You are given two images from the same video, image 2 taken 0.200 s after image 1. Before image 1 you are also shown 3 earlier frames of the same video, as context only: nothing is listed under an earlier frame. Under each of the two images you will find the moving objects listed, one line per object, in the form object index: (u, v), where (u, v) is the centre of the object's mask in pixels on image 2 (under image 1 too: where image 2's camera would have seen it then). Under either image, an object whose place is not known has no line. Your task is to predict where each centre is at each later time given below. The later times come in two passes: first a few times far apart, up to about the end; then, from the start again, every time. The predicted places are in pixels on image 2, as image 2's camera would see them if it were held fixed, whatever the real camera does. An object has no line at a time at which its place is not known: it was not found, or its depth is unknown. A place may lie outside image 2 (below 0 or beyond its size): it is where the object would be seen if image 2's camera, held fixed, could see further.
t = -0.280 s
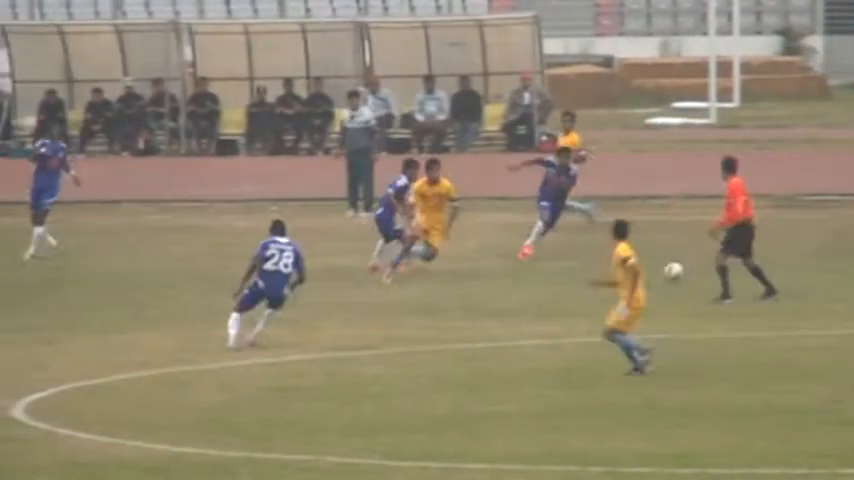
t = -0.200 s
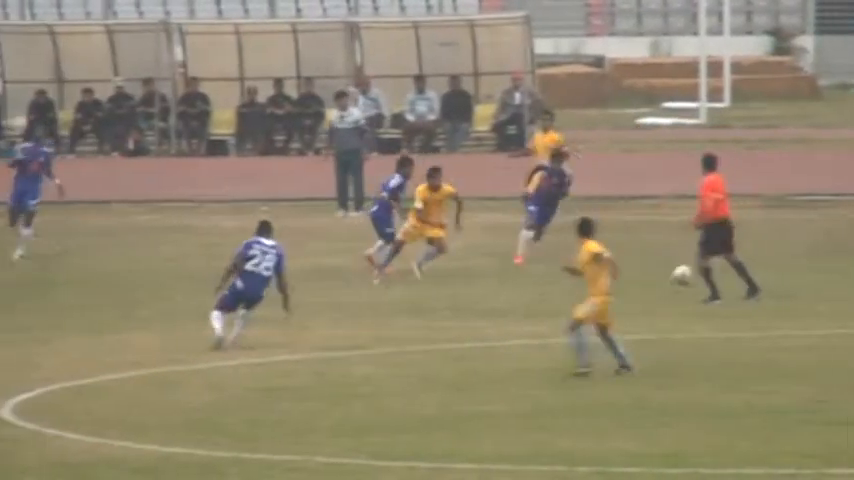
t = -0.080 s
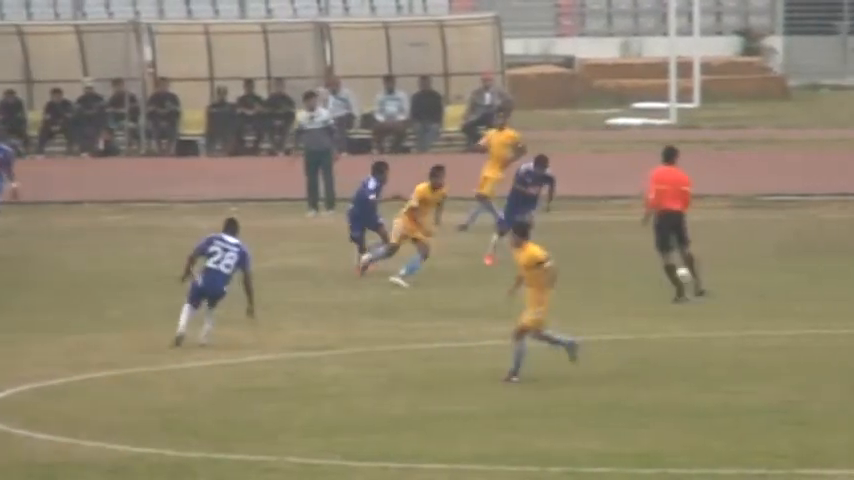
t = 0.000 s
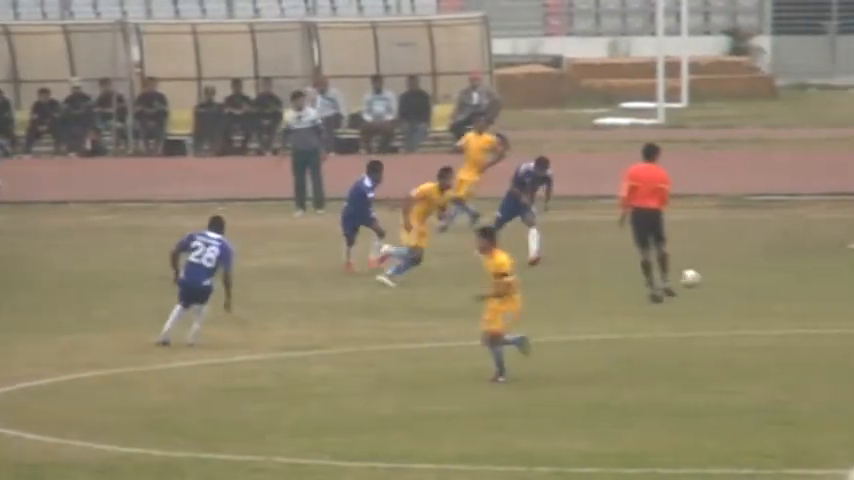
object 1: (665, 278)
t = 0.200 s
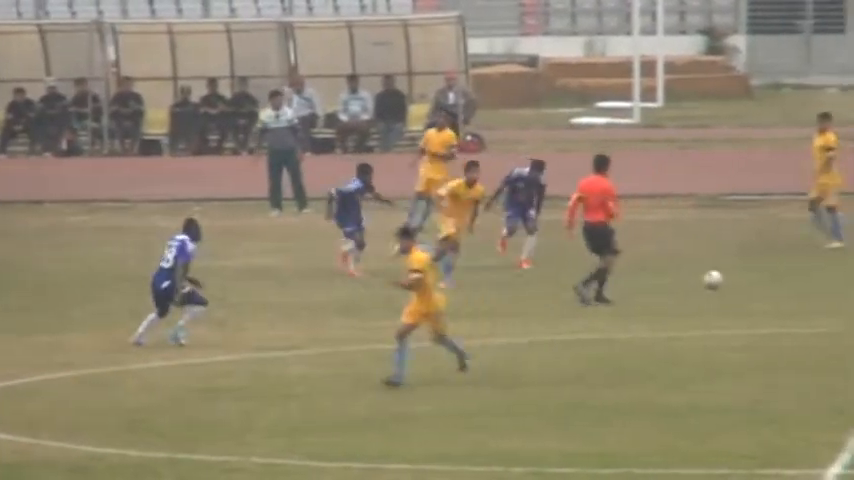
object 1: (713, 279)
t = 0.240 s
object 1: (722, 279)
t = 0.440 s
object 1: (768, 283)
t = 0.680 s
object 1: (821, 285)
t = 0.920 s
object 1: (871, 289)
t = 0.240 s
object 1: (722, 279)
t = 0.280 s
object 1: (731, 280)
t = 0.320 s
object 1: (739, 281)
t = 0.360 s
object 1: (749, 281)
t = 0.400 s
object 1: (758, 281)
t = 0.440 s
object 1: (768, 283)
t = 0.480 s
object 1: (777, 284)
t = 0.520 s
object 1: (786, 283)
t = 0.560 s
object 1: (795, 283)
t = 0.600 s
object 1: (804, 284)
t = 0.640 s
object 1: (812, 285)
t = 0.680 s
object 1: (821, 285)
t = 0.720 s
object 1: (829, 285)
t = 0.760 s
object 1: (838, 287)
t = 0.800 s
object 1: (846, 287)
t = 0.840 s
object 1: (854, 286)
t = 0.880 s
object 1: (862, 286)
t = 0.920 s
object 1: (871, 289)
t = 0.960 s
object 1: (878, 289)
